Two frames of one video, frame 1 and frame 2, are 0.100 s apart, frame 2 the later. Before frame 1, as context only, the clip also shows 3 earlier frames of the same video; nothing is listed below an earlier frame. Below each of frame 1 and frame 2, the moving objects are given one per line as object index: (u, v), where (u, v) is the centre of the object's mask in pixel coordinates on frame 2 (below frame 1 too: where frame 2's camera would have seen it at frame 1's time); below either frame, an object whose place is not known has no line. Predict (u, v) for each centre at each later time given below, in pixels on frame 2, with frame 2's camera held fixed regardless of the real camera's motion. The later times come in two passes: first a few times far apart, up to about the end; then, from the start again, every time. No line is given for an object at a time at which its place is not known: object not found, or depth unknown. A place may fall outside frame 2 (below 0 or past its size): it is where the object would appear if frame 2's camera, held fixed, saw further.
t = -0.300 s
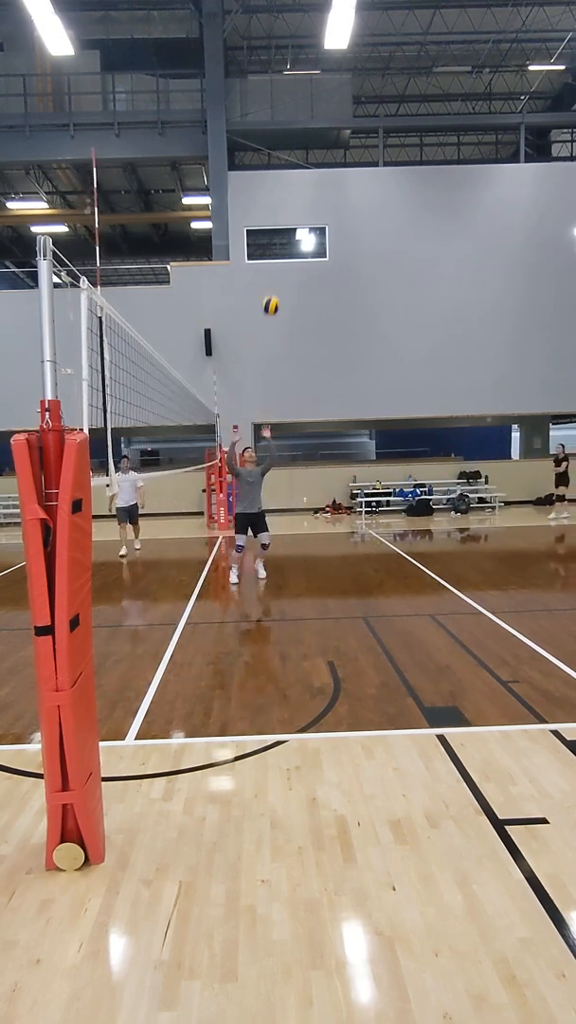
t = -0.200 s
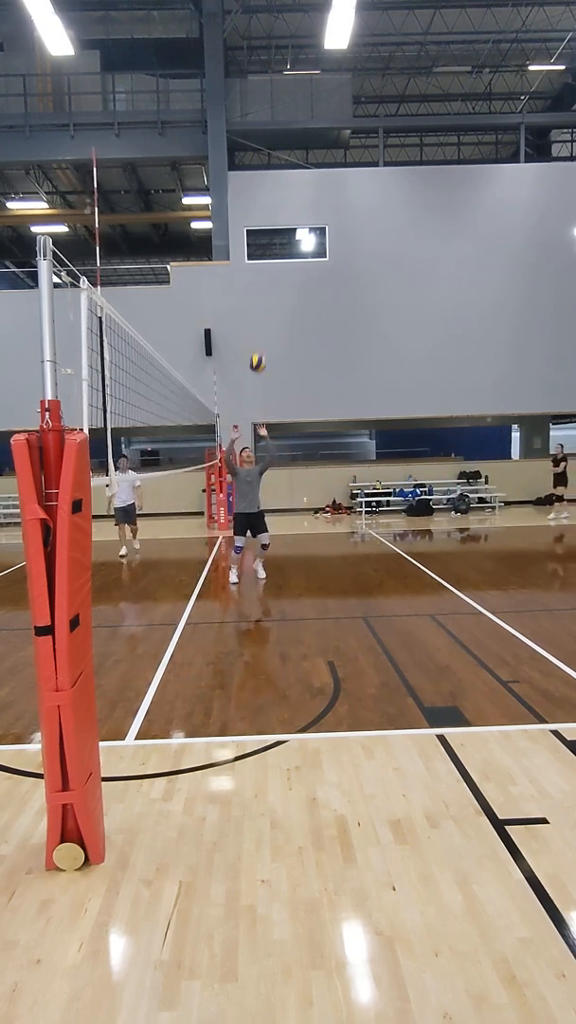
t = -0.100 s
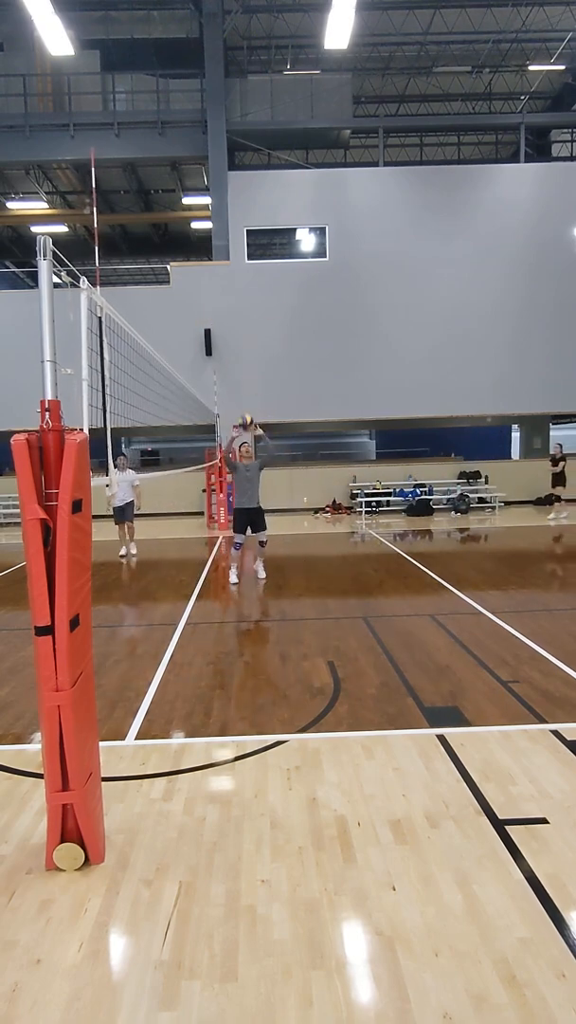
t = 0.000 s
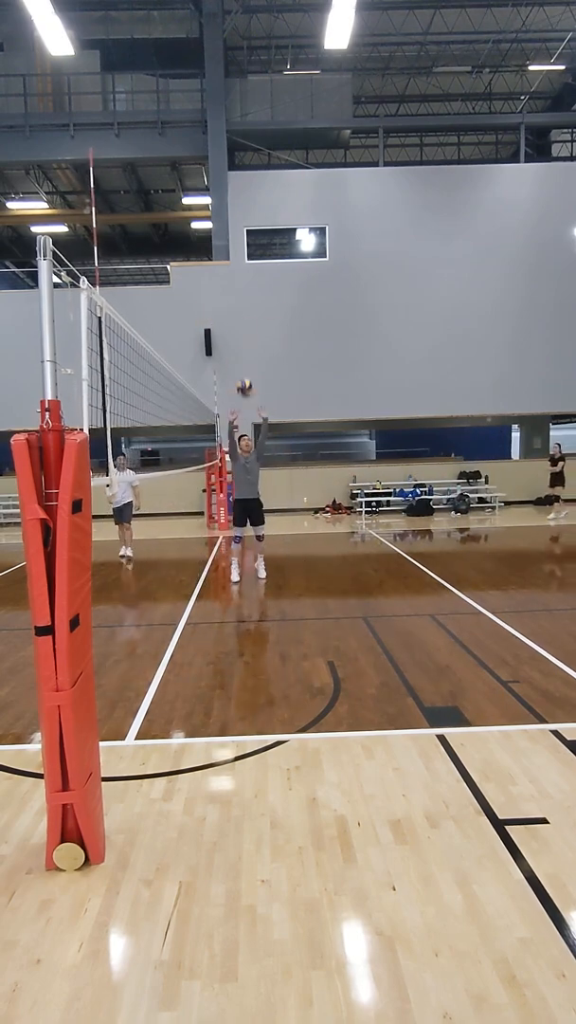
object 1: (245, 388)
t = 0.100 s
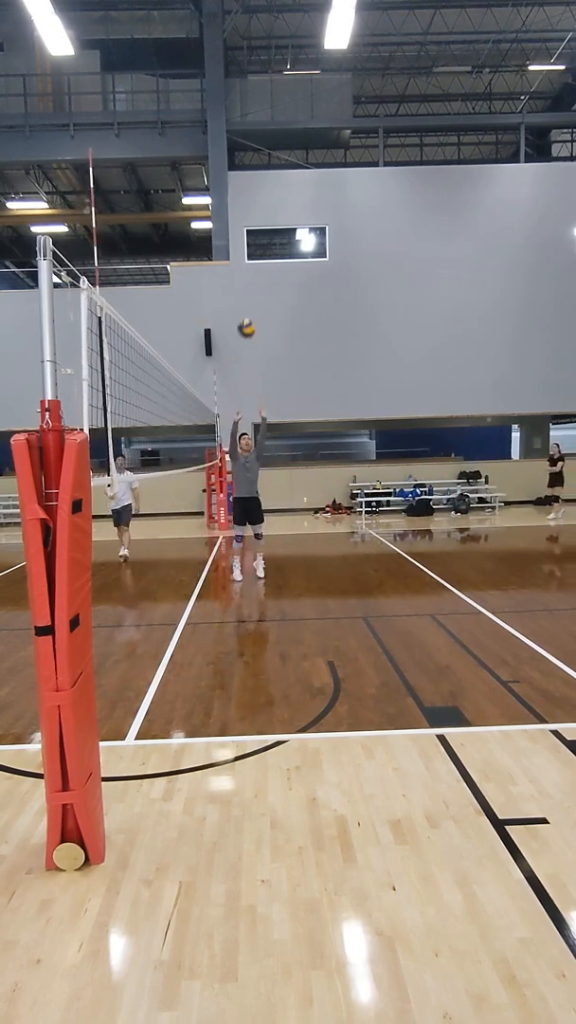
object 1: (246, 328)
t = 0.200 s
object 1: (248, 272)
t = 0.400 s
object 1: (253, 175)
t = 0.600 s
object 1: (261, 105)
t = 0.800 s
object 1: (271, 70)
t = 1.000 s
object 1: (285, 87)
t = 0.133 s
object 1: (246, 309)
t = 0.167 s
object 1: (247, 290)
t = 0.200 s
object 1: (248, 272)
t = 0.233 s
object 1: (249, 254)
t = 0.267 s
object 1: (250, 238)
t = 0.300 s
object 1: (250, 221)
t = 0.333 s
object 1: (251, 206)
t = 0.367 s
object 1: (252, 190)
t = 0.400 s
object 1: (253, 175)
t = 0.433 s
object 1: (254, 162)
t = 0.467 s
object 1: (255, 149)
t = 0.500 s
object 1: (257, 137)
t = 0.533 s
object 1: (258, 125)
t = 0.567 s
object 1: (259, 114)
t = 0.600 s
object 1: (261, 105)
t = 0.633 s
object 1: (262, 96)
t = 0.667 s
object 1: (264, 88)
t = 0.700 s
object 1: (266, 82)
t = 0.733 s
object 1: (267, 76)
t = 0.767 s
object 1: (269, 72)
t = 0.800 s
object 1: (271, 70)
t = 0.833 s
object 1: (273, 68)
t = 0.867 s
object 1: (276, 69)
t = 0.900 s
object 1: (278, 71)
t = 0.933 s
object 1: (280, 74)
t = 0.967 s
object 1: (283, 79)
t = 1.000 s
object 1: (285, 87)
